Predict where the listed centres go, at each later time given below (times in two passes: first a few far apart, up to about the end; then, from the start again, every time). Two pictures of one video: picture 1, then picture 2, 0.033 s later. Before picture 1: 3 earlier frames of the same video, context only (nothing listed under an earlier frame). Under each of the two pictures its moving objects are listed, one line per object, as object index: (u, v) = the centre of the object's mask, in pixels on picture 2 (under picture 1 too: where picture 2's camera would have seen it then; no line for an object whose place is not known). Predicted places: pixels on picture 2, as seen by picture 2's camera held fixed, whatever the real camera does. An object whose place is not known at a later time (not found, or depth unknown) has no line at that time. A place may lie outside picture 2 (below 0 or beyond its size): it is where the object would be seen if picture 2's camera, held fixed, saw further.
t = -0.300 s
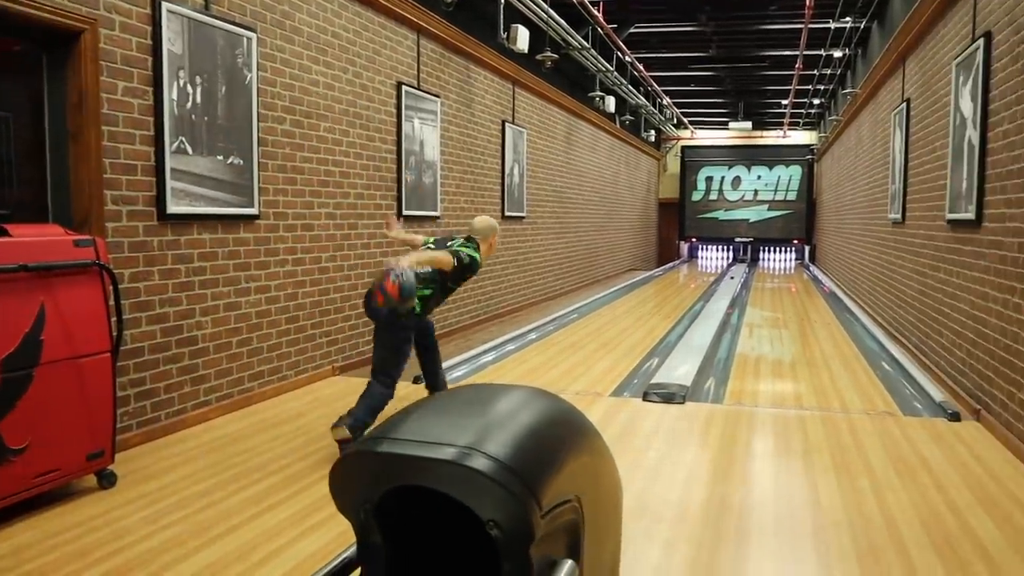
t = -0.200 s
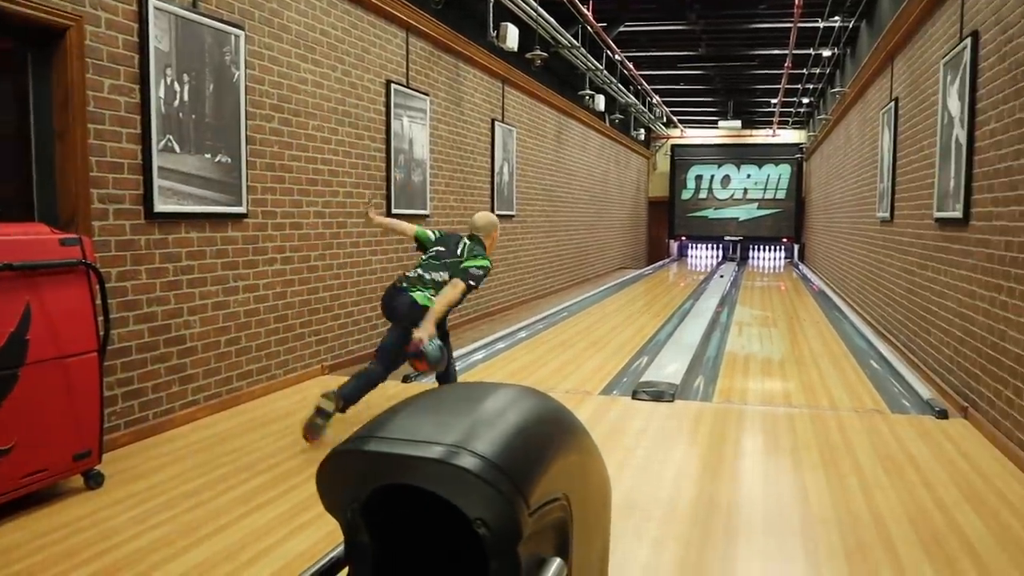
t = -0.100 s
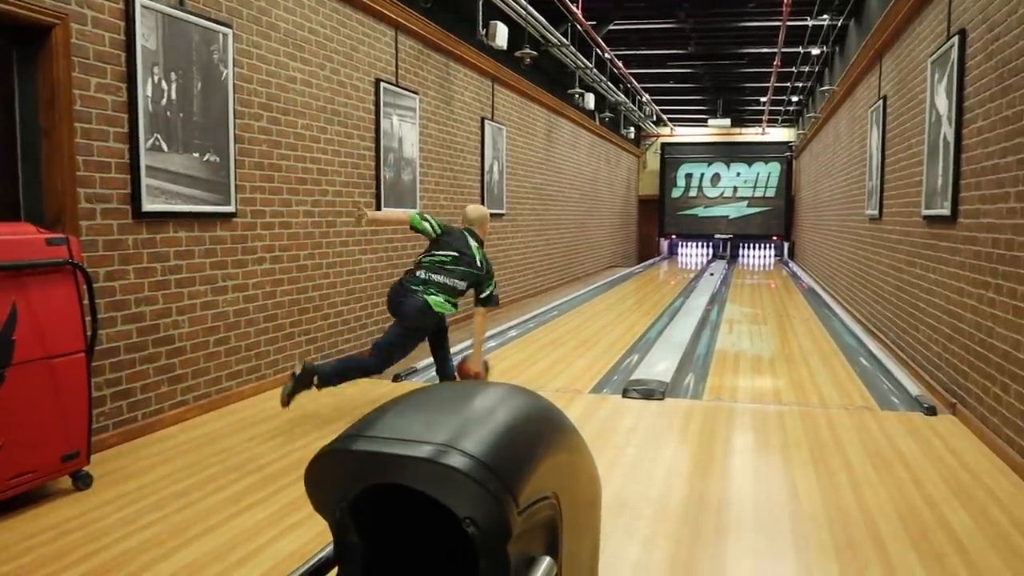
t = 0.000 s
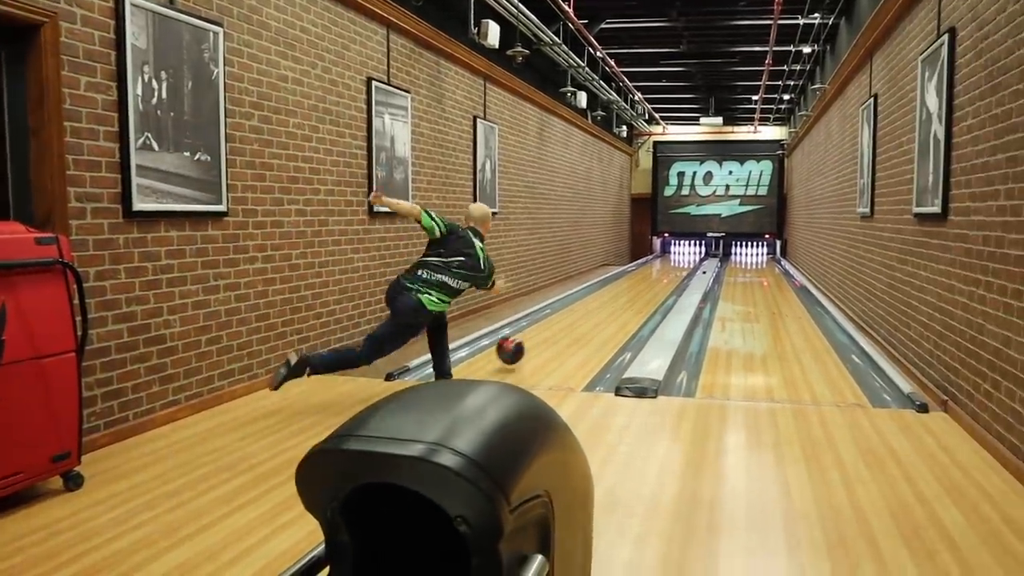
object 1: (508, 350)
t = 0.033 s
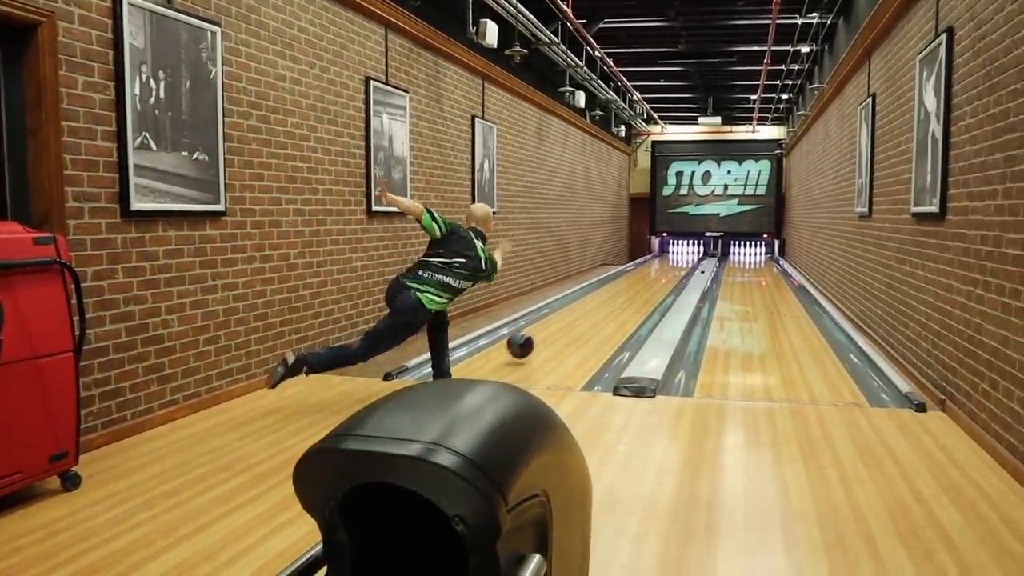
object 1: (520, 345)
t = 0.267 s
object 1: (580, 318)
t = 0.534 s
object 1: (620, 296)
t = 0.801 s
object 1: (646, 282)
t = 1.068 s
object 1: (663, 272)
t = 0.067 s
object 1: (531, 342)
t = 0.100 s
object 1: (540, 339)
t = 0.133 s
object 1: (549, 334)
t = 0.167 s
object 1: (558, 330)
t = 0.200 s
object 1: (565, 326)
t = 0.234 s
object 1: (573, 322)
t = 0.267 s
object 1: (580, 318)
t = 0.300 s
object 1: (586, 315)
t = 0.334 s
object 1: (592, 312)
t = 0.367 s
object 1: (597, 308)
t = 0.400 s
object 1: (603, 306)
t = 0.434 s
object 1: (607, 304)
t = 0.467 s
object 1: (612, 301)
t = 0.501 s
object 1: (616, 299)
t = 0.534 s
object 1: (620, 296)
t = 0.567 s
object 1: (624, 294)
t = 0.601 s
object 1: (628, 292)
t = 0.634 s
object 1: (631, 290)
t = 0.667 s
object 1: (634, 289)
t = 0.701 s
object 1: (637, 287)
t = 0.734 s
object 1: (640, 285)
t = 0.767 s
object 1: (643, 284)
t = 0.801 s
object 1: (646, 282)
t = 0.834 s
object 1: (648, 281)
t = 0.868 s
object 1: (650, 280)
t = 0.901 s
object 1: (653, 278)
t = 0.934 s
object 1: (655, 277)
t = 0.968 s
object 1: (657, 275)
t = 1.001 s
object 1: (659, 274)
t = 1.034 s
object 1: (661, 273)
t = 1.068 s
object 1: (663, 272)
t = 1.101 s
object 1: (665, 271)
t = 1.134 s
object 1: (667, 270)
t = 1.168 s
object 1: (668, 269)
